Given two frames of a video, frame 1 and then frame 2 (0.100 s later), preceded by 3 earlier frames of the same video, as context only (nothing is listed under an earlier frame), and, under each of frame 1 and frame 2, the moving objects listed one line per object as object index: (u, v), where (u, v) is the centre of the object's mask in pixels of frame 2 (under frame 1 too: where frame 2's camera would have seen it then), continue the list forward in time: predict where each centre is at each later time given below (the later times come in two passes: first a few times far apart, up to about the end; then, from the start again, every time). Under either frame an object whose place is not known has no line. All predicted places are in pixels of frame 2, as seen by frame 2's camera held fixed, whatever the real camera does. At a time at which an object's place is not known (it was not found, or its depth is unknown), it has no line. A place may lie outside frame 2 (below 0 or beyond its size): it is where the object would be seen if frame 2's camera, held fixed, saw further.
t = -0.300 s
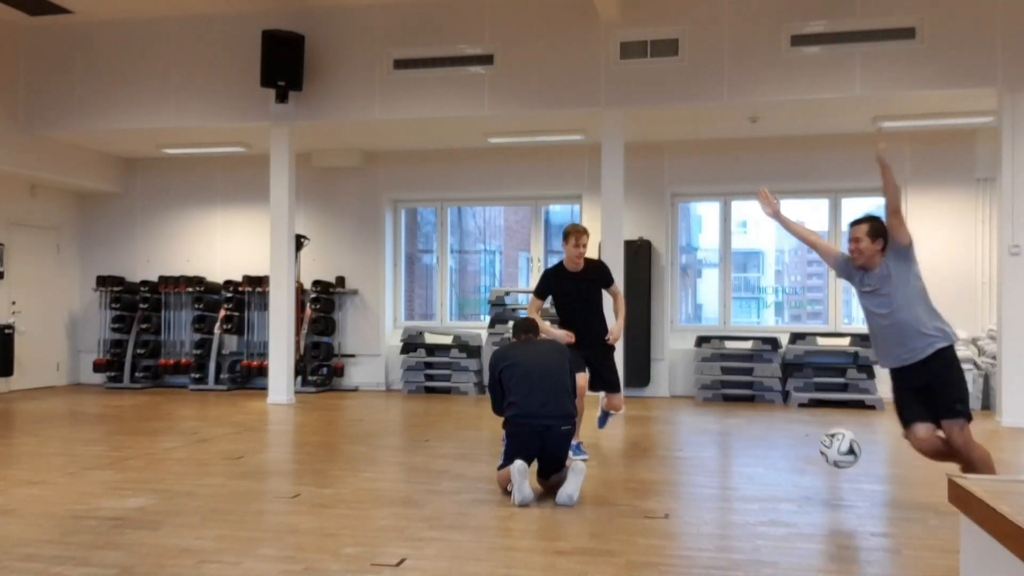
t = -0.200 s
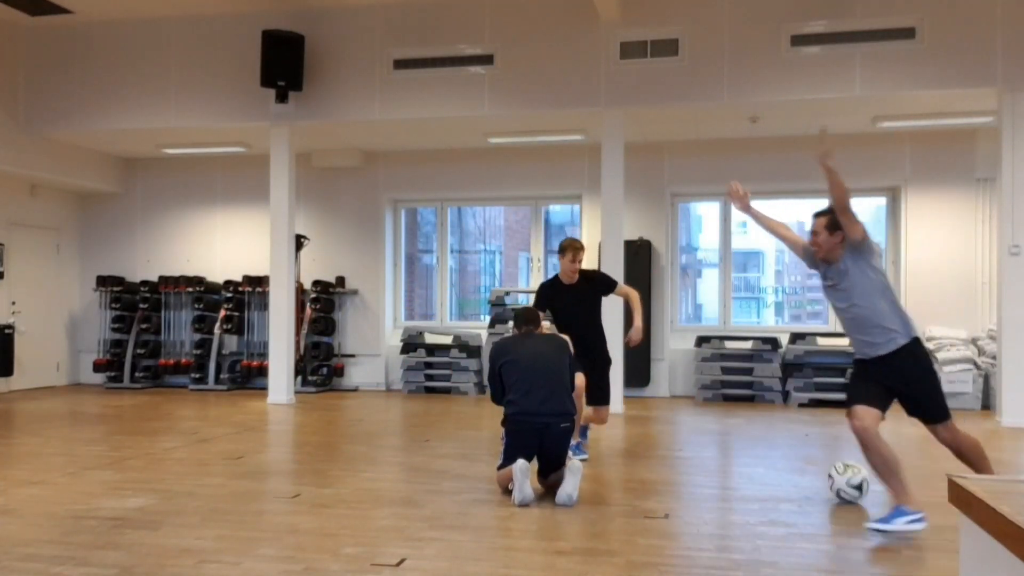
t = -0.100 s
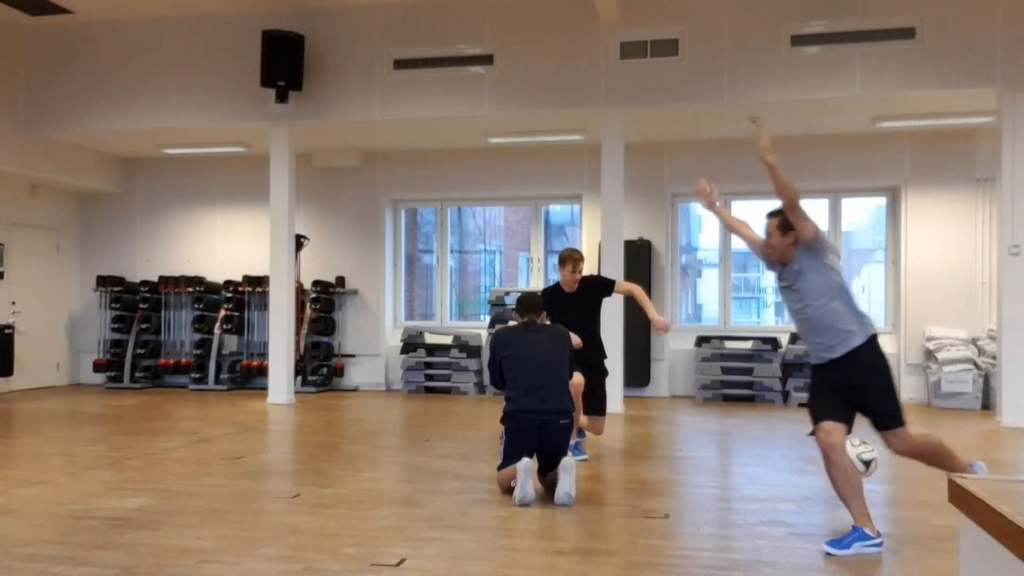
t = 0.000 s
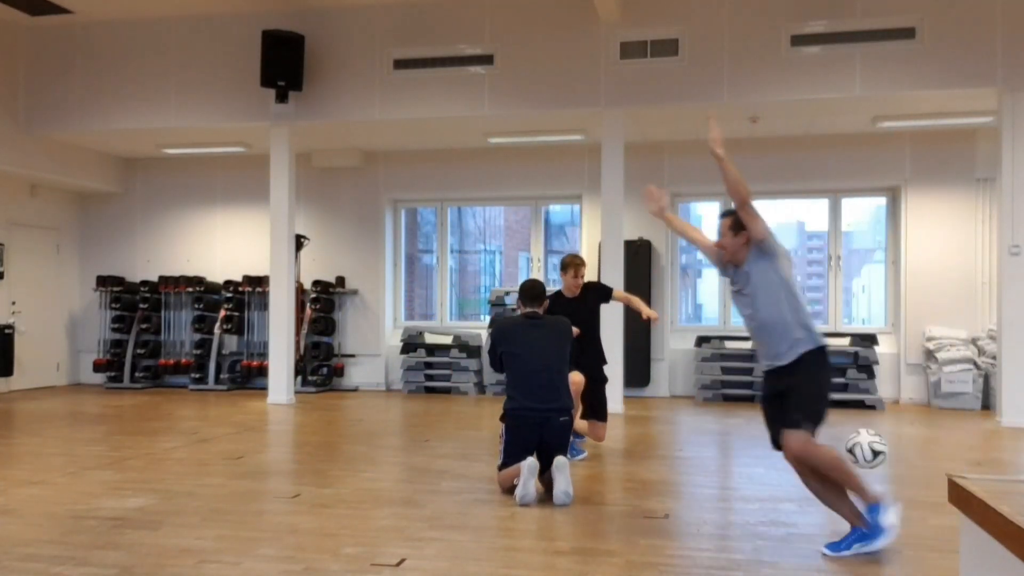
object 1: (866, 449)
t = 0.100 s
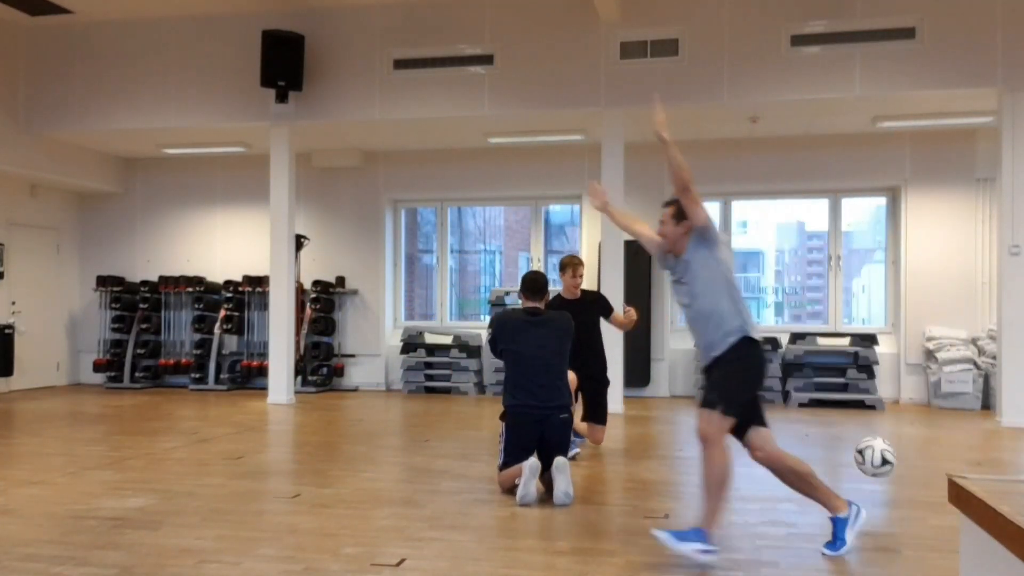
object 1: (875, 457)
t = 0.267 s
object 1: (890, 469)
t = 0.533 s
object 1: (912, 483)
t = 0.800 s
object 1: (933, 483)
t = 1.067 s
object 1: (954, 472)
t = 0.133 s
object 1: (878, 464)
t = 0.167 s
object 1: (881, 472)
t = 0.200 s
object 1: (884, 483)
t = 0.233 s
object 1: (887, 476)
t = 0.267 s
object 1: (890, 469)
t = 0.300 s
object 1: (892, 464)
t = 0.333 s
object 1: (895, 461)
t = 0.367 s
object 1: (898, 460)
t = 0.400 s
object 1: (901, 461)
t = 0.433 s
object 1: (903, 464)
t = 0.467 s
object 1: (906, 469)
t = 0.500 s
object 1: (909, 476)
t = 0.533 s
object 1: (912, 483)
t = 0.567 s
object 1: (915, 477)
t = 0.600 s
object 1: (918, 472)
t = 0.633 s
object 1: (921, 470)
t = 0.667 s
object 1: (923, 469)
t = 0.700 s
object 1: (926, 471)
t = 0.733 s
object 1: (929, 474)
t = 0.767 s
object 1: (931, 480)
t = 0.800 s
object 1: (933, 483)
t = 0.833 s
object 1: (935, 477)
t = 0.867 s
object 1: (938, 474)
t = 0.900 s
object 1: (941, 472)
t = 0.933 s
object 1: (944, 473)
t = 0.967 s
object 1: (946, 476)
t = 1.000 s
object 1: (945, 480)
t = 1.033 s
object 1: (950, 476)
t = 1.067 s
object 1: (954, 472)
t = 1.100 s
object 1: (958, 471)
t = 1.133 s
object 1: (962, 470)
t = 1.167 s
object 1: (965, 471)
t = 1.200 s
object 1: (970, 470)
